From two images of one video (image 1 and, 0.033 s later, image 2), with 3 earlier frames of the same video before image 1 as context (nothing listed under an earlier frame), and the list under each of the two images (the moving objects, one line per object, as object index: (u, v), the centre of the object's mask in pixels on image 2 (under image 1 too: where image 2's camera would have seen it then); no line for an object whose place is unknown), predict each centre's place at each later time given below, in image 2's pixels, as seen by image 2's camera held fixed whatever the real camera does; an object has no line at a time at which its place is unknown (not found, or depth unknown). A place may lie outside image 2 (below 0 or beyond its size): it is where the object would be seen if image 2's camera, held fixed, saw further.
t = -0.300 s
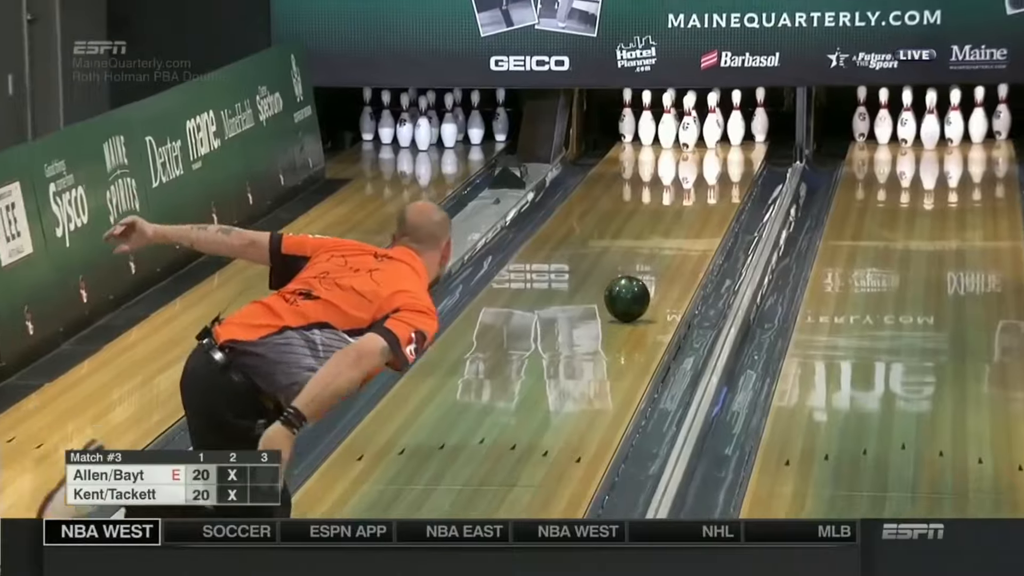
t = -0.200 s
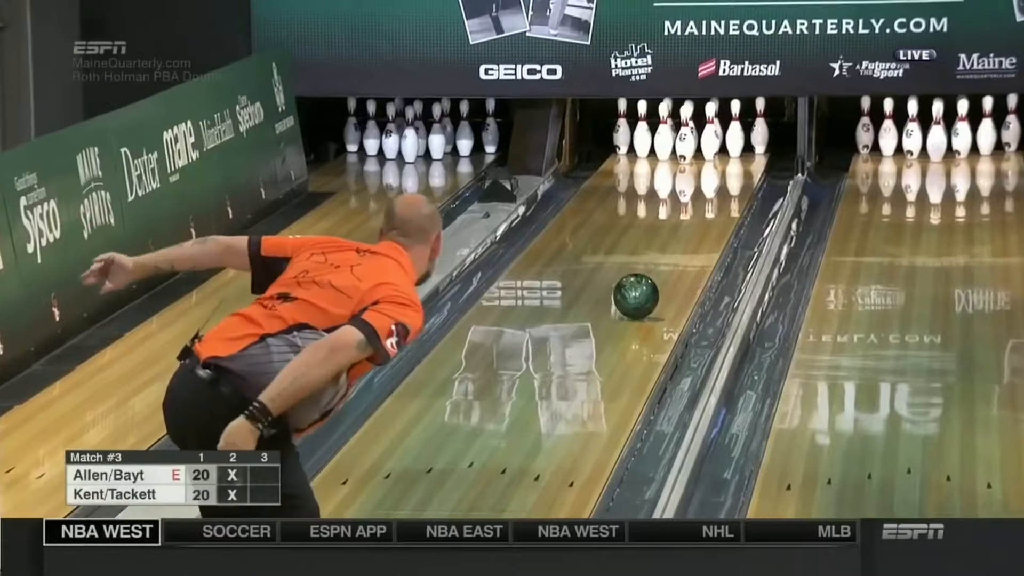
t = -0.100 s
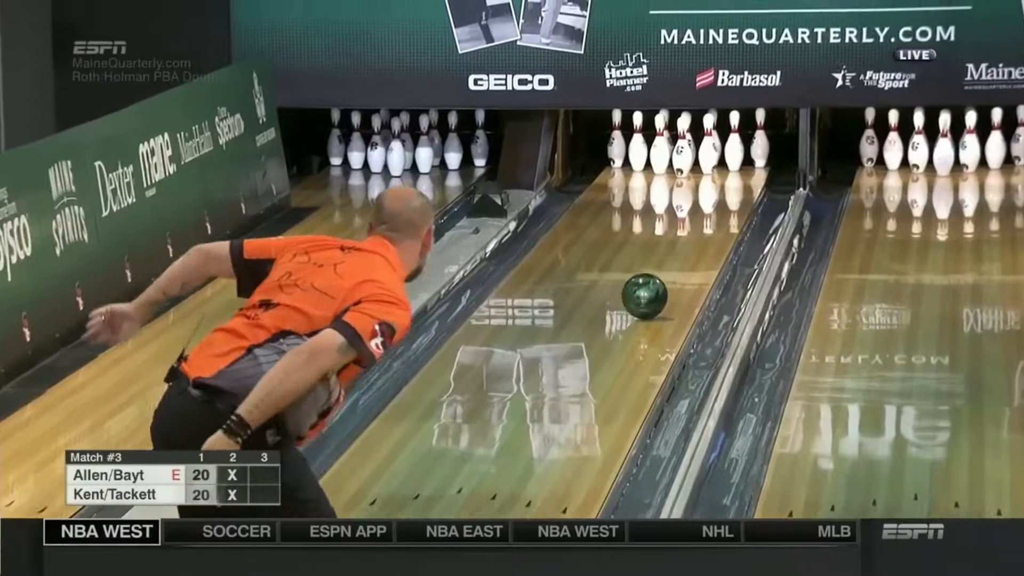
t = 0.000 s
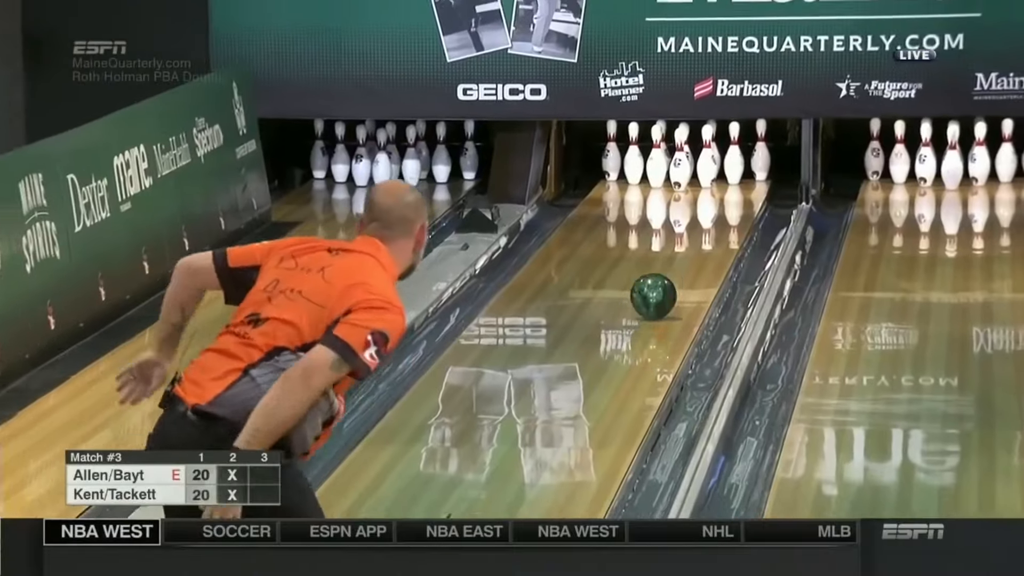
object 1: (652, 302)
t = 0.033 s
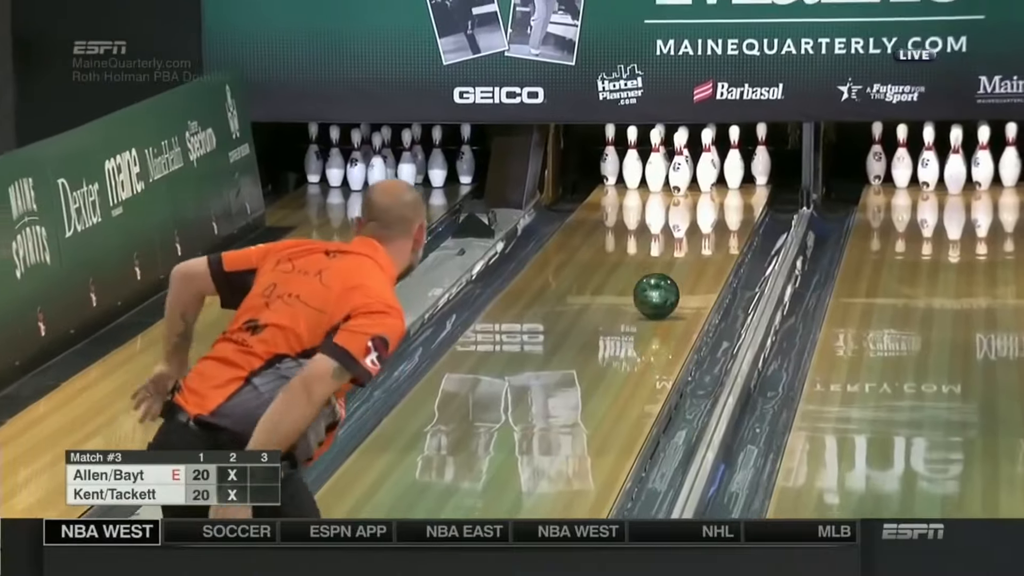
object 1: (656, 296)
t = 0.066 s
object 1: (660, 290)
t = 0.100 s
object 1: (664, 284)
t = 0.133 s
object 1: (667, 278)
